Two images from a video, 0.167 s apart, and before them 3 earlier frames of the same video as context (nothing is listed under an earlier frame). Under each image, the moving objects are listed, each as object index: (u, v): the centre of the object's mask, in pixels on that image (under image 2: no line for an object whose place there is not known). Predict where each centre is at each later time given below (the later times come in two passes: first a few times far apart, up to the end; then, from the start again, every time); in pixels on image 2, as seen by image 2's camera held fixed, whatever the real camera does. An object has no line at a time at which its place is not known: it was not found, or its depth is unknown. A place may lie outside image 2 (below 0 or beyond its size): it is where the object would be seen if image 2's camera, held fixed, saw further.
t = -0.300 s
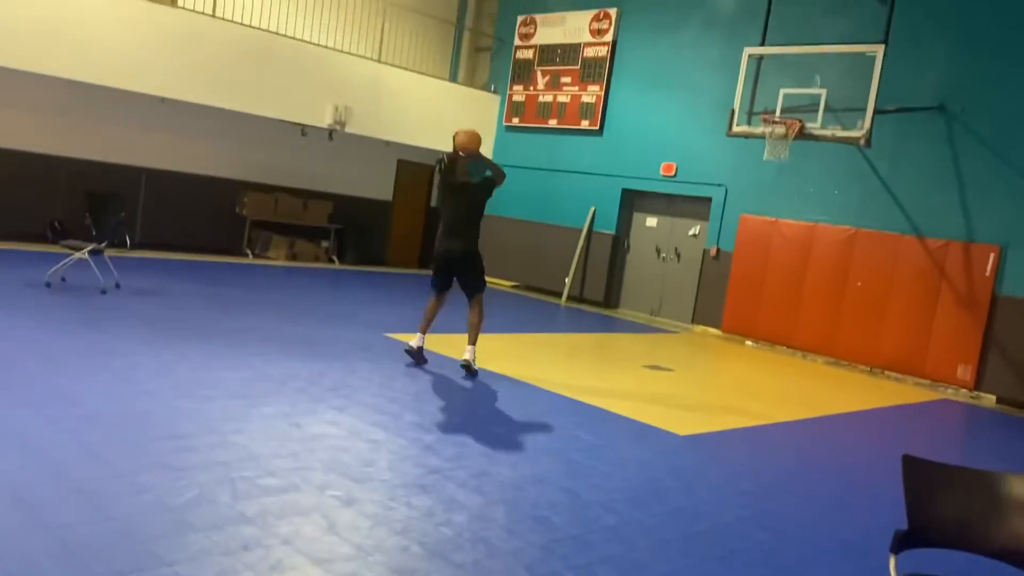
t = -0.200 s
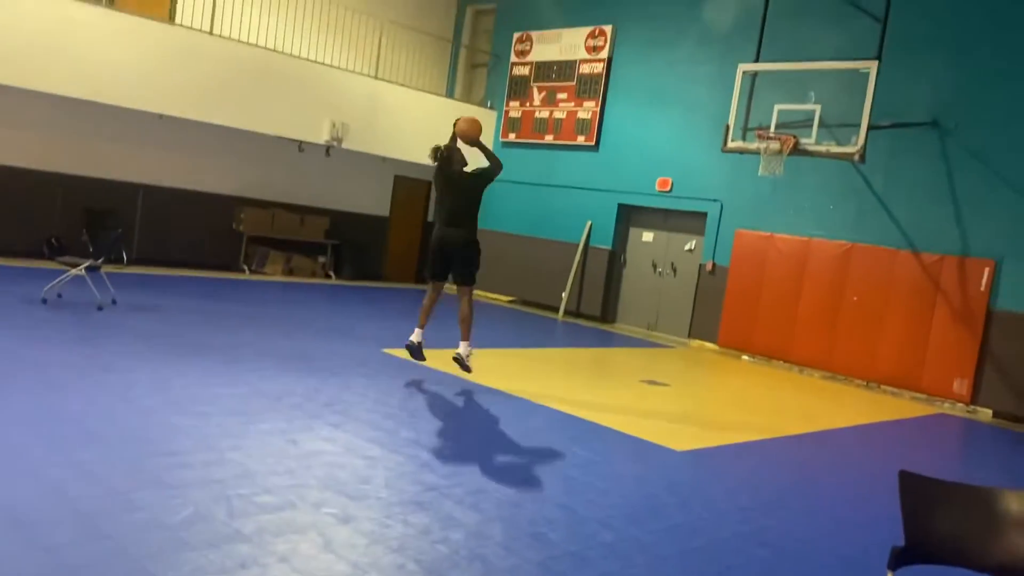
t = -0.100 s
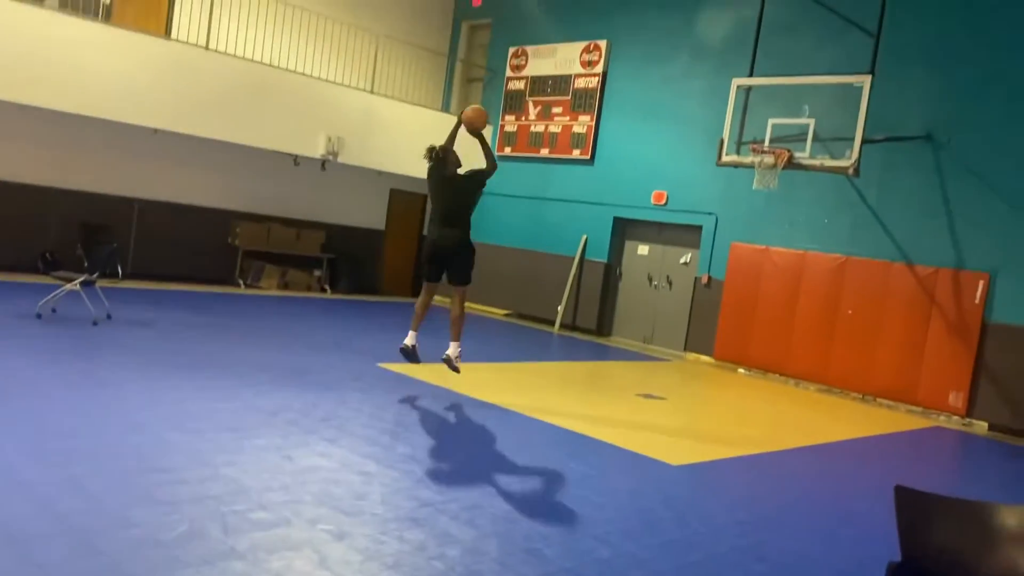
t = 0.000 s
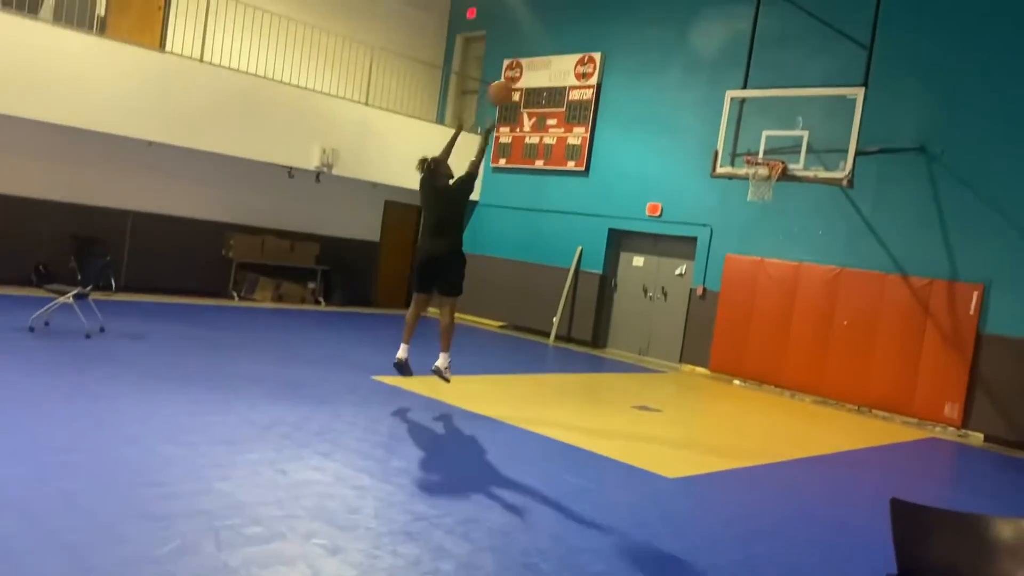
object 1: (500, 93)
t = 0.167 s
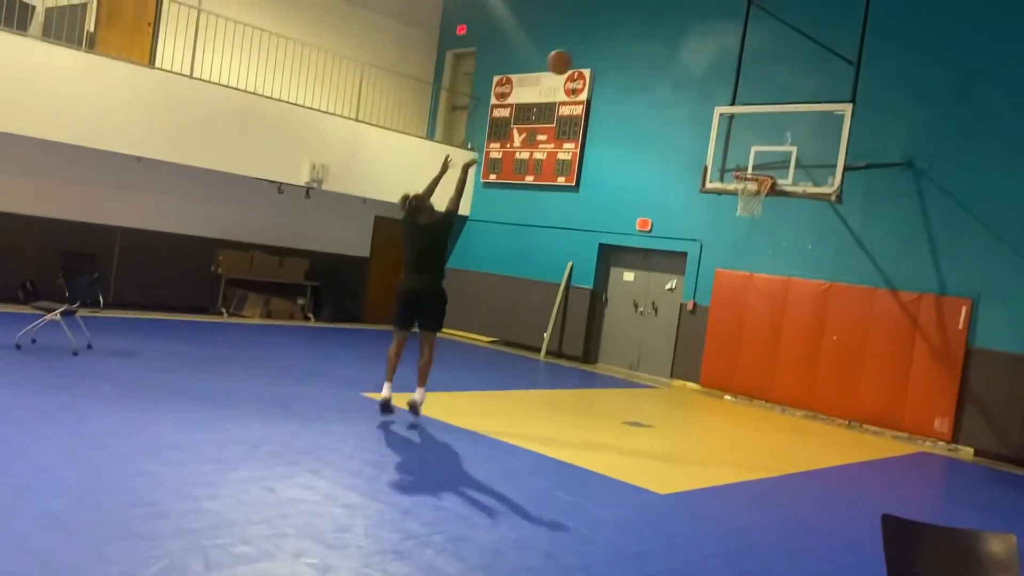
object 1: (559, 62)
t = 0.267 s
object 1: (595, 49)
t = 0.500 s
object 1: (666, 57)
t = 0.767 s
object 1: (727, 121)
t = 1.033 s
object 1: (766, 159)
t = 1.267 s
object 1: (776, 166)
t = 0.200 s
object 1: (571, 56)
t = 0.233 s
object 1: (583, 52)
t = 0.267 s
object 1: (595, 49)
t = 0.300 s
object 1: (607, 47)
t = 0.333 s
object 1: (617, 46)
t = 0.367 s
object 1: (627, 46)
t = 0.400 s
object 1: (637, 48)
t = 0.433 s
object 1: (647, 50)
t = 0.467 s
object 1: (657, 53)
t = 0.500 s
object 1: (666, 57)
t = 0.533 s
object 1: (675, 62)
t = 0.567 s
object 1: (683, 68)
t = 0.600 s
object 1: (691, 75)
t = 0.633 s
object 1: (699, 83)
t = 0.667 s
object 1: (706, 91)
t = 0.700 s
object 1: (713, 100)
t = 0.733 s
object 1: (720, 110)
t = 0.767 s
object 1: (727, 121)
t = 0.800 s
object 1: (733, 132)
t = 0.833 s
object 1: (739, 144)
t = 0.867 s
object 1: (745, 156)
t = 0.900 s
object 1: (750, 165)
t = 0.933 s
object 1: (754, 162)
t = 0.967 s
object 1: (758, 160)
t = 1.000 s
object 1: (762, 159)
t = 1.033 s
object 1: (766, 159)
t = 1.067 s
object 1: (769, 159)
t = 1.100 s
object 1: (772, 160)
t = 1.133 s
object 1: (775, 163)
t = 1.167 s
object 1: (777, 167)
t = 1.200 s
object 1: (778, 167)
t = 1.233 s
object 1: (777, 167)
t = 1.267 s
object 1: (776, 166)
